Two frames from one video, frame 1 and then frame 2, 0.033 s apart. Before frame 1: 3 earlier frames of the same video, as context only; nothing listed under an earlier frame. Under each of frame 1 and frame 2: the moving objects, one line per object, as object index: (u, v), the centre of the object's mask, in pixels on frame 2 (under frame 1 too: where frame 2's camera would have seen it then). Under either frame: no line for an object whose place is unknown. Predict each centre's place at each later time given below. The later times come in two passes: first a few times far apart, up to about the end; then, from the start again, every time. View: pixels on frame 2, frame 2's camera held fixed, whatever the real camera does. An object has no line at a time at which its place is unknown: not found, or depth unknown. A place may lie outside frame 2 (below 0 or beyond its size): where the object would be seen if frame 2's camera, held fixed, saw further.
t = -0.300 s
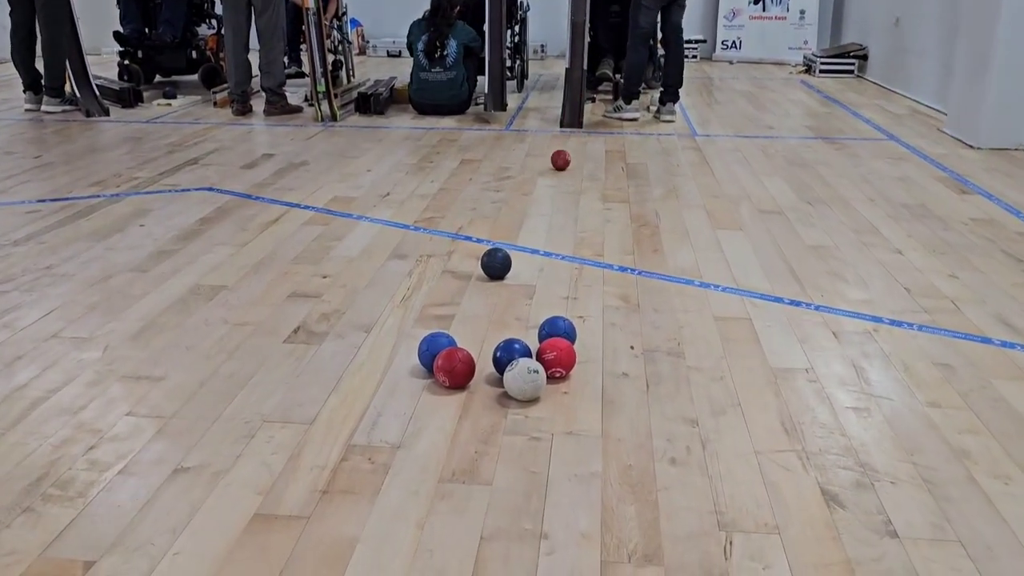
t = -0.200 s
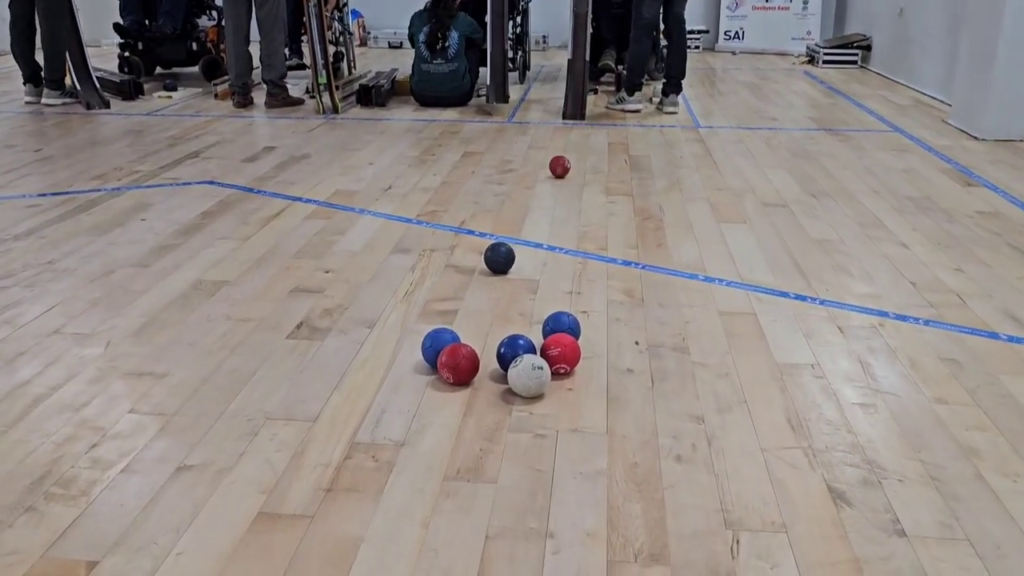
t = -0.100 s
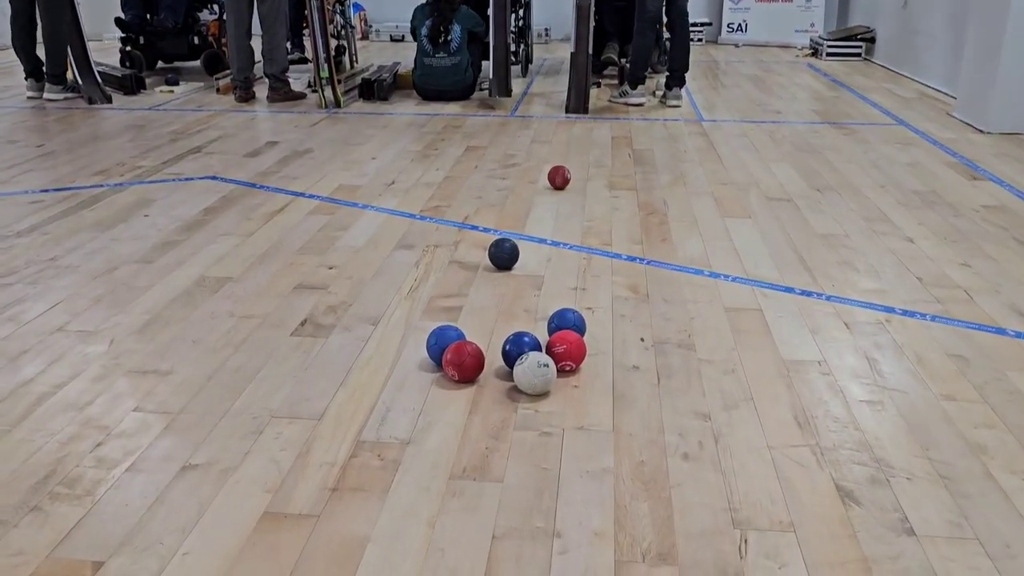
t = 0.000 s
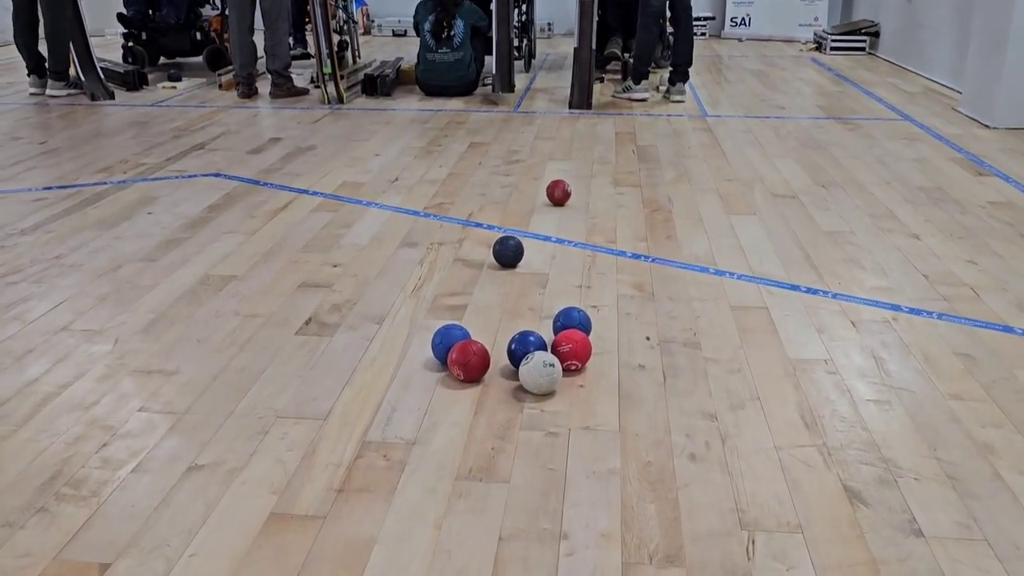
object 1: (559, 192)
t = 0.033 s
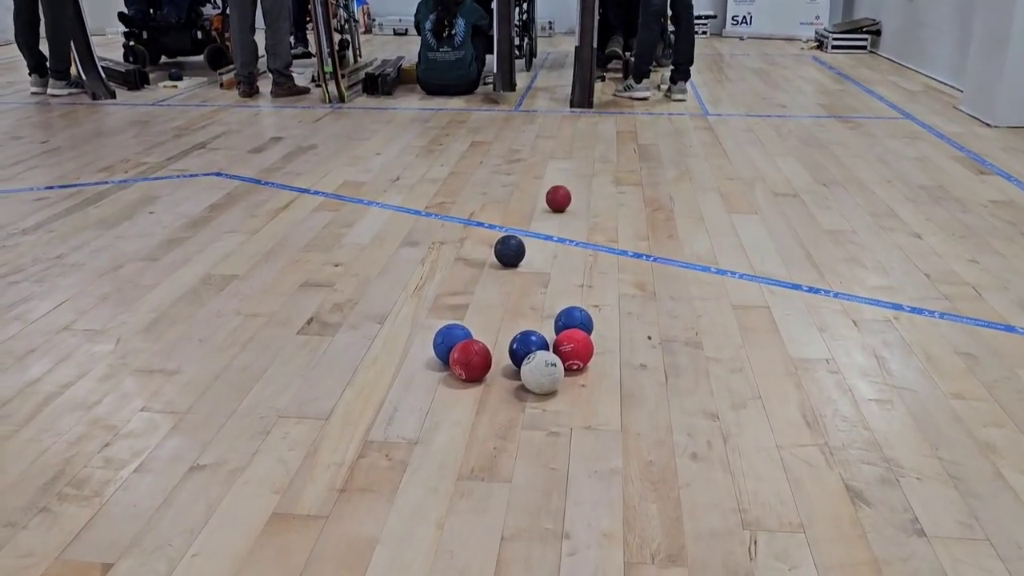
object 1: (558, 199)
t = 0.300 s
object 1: (543, 267)
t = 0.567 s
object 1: (518, 326)
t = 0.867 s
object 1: (517, 344)
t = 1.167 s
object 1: (520, 343)
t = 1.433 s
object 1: (520, 344)
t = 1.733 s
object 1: (520, 343)
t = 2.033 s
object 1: (520, 343)
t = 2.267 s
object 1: (519, 343)
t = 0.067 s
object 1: (556, 205)
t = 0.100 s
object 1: (555, 213)
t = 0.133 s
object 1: (553, 221)
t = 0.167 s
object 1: (551, 229)
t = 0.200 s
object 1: (549, 238)
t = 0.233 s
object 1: (547, 247)
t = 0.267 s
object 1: (545, 257)
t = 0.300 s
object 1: (543, 267)
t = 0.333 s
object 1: (540, 277)
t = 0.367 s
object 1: (538, 289)
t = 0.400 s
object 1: (535, 301)
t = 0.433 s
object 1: (532, 312)
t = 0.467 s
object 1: (529, 321)
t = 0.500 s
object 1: (525, 326)
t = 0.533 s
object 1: (522, 325)
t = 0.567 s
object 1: (518, 326)
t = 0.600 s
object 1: (513, 328)
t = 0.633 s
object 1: (508, 333)
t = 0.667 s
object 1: (502, 340)
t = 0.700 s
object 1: (502, 344)
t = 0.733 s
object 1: (506, 343)
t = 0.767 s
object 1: (510, 343)
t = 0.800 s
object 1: (513, 343)
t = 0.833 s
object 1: (515, 343)
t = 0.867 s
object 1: (517, 344)
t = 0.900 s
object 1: (518, 344)
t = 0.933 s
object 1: (519, 344)
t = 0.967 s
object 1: (519, 344)
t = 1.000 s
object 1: (520, 344)
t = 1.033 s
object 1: (520, 343)
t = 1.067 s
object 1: (520, 343)
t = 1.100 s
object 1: (520, 343)
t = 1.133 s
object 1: (520, 343)
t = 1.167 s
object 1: (520, 343)
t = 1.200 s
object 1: (520, 344)
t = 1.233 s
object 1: (520, 344)
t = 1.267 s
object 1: (520, 344)
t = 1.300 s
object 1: (520, 343)
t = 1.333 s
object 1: (520, 343)
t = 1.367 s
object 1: (520, 344)
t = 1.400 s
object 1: (520, 343)
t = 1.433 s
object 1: (520, 344)
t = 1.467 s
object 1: (520, 344)
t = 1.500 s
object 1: (520, 343)
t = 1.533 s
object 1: (520, 344)
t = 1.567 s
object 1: (520, 343)
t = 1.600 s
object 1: (520, 344)
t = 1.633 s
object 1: (520, 343)
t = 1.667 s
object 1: (520, 343)
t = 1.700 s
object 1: (520, 344)
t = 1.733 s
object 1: (520, 343)
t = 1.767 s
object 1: (520, 343)
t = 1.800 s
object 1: (520, 344)
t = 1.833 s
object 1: (520, 343)
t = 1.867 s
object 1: (519, 343)
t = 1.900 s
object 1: (520, 344)
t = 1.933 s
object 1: (520, 343)
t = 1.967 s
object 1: (519, 344)
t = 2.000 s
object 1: (520, 344)
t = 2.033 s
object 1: (520, 343)
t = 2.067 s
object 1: (520, 344)
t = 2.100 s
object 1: (520, 344)
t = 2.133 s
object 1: (519, 343)
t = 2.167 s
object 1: (519, 343)
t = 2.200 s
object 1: (520, 343)
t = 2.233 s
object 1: (519, 343)
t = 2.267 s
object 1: (519, 343)
